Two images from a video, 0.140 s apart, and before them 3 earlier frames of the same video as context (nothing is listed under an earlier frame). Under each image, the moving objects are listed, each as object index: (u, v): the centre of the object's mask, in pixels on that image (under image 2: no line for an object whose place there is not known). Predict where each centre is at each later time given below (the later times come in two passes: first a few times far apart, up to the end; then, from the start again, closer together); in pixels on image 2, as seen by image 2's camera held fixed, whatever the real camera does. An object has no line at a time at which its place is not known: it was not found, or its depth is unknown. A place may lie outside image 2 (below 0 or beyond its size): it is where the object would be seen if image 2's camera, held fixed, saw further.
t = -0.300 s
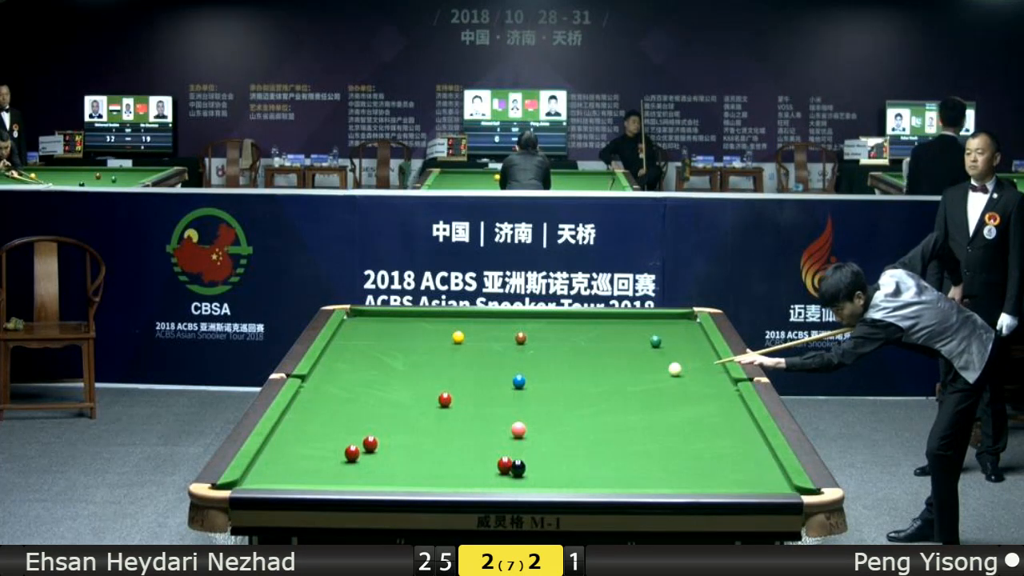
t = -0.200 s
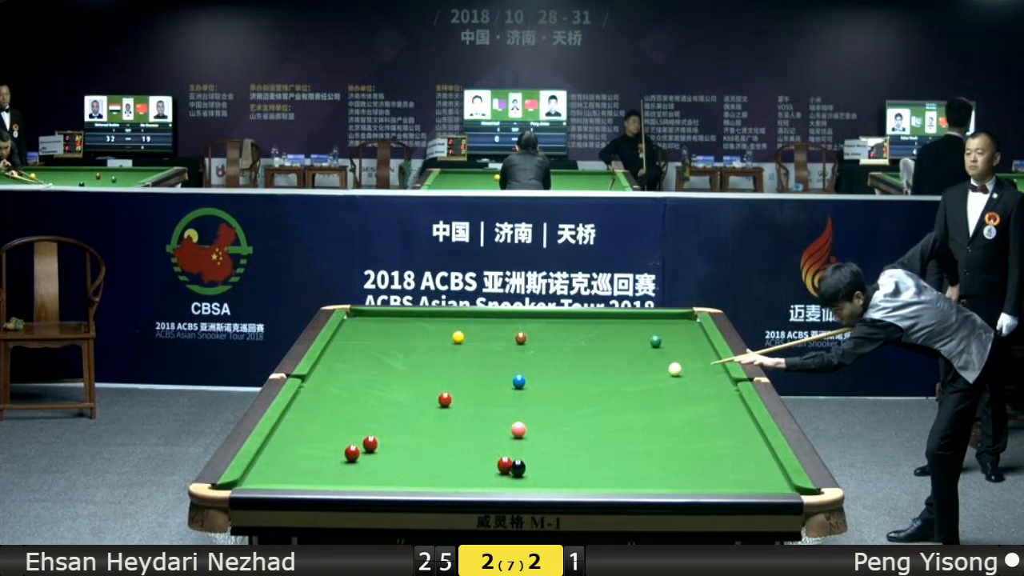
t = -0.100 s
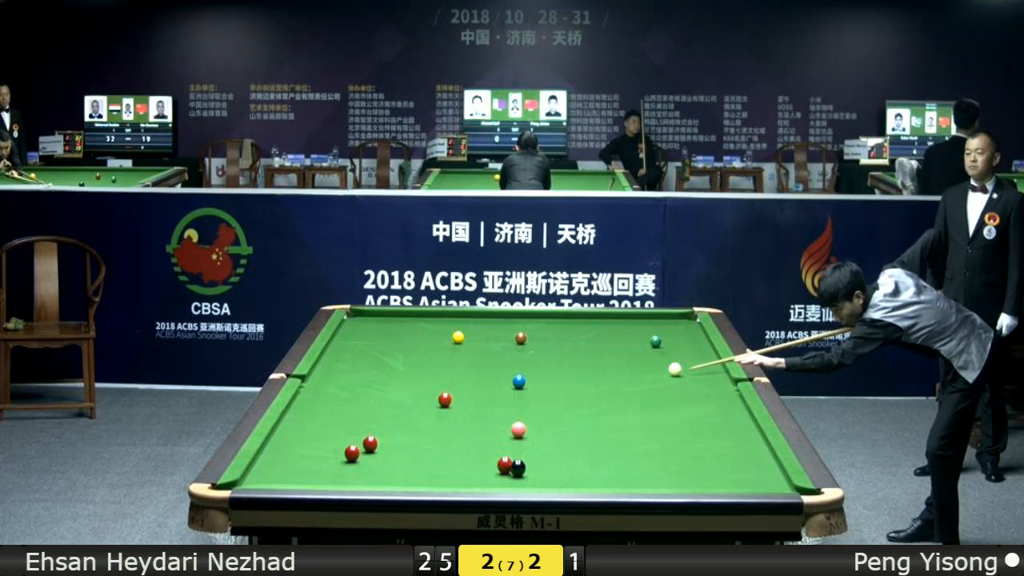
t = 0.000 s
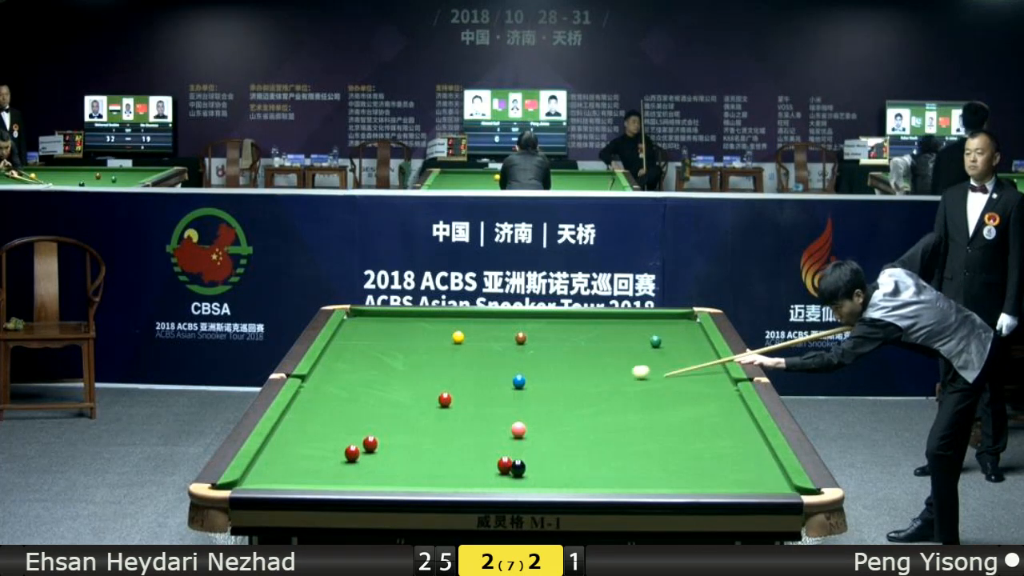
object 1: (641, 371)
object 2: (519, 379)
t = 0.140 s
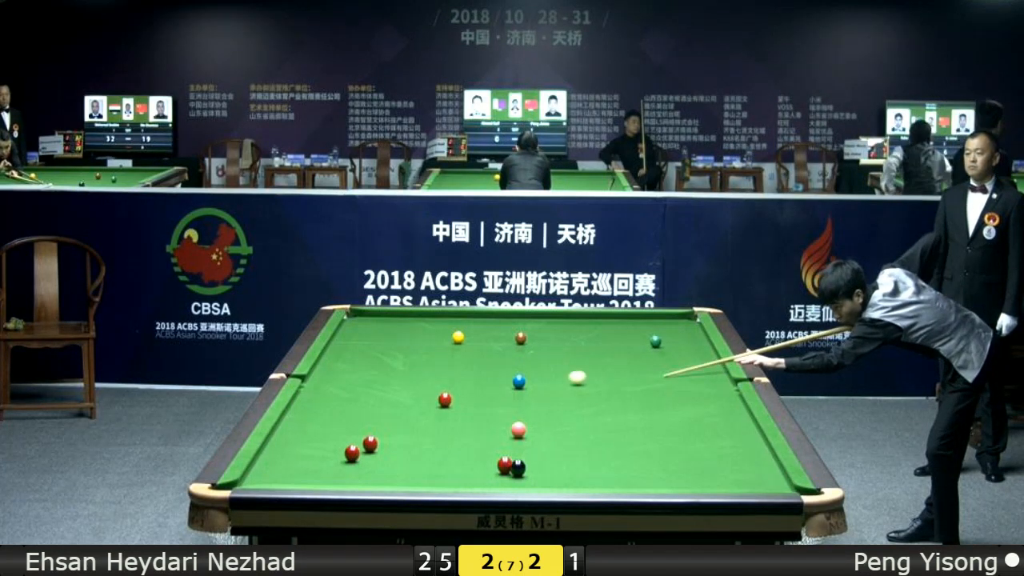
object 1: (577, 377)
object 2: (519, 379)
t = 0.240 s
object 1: (536, 380)
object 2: (519, 380)
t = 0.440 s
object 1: (530, 387)
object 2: (457, 379)
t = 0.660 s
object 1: (530, 392)
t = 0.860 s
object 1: (530, 397)
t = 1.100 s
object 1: (531, 403)
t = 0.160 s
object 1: (569, 378)
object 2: (519, 379)
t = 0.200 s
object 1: (552, 379)
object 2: (519, 379)
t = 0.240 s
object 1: (536, 380)
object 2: (519, 380)
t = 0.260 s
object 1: (531, 382)
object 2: (515, 379)
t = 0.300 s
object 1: (531, 383)
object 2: (501, 379)
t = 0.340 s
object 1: (530, 384)
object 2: (487, 379)
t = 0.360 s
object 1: (530, 385)
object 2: (481, 379)
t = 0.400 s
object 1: (530, 385)
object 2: (469, 379)
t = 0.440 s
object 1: (530, 387)
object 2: (457, 379)
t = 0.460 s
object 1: (530, 387)
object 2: (451, 379)
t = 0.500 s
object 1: (530, 388)
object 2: (440, 379)
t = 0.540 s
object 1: (530, 389)
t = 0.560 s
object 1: (530, 390)
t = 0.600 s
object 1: (530, 391)
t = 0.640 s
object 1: (530, 392)
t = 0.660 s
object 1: (530, 392)
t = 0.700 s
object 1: (530, 393)
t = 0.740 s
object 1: (530, 394)
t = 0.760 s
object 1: (530, 394)
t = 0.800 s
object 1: (530, 395)
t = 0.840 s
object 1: (530, 396)
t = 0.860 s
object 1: (530, 397)
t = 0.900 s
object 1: (530, 398)
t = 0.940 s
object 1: (530, 399)
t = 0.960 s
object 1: (531, 399)
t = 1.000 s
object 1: (531, 400)
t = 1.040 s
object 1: (531, 401)
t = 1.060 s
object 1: (531, 402)
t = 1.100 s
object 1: (531, 403)
